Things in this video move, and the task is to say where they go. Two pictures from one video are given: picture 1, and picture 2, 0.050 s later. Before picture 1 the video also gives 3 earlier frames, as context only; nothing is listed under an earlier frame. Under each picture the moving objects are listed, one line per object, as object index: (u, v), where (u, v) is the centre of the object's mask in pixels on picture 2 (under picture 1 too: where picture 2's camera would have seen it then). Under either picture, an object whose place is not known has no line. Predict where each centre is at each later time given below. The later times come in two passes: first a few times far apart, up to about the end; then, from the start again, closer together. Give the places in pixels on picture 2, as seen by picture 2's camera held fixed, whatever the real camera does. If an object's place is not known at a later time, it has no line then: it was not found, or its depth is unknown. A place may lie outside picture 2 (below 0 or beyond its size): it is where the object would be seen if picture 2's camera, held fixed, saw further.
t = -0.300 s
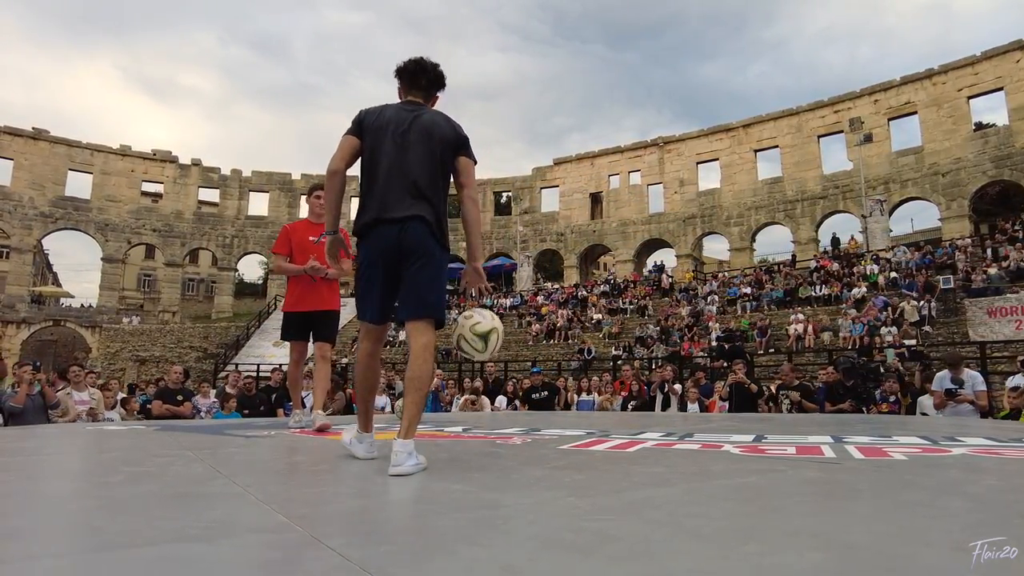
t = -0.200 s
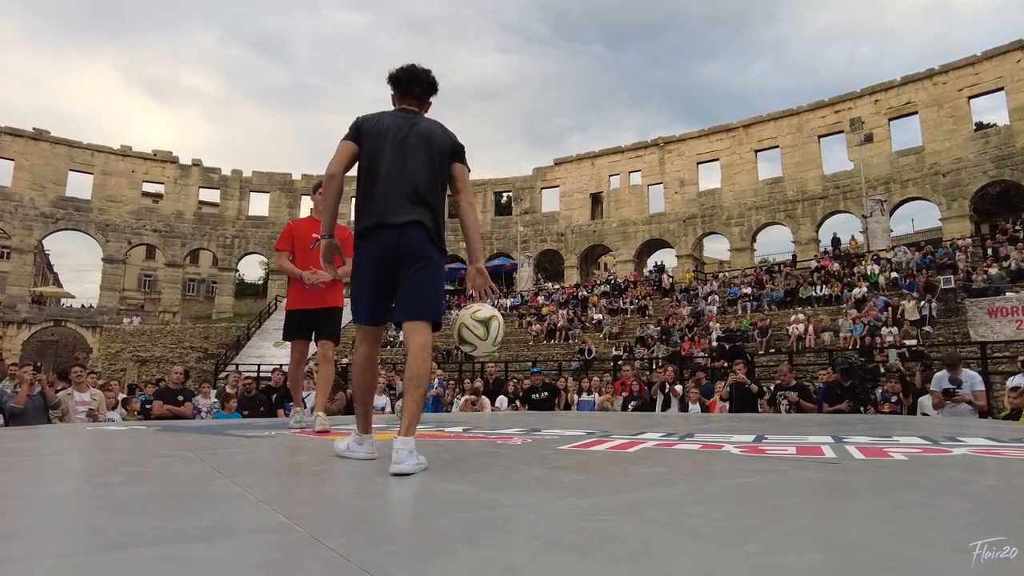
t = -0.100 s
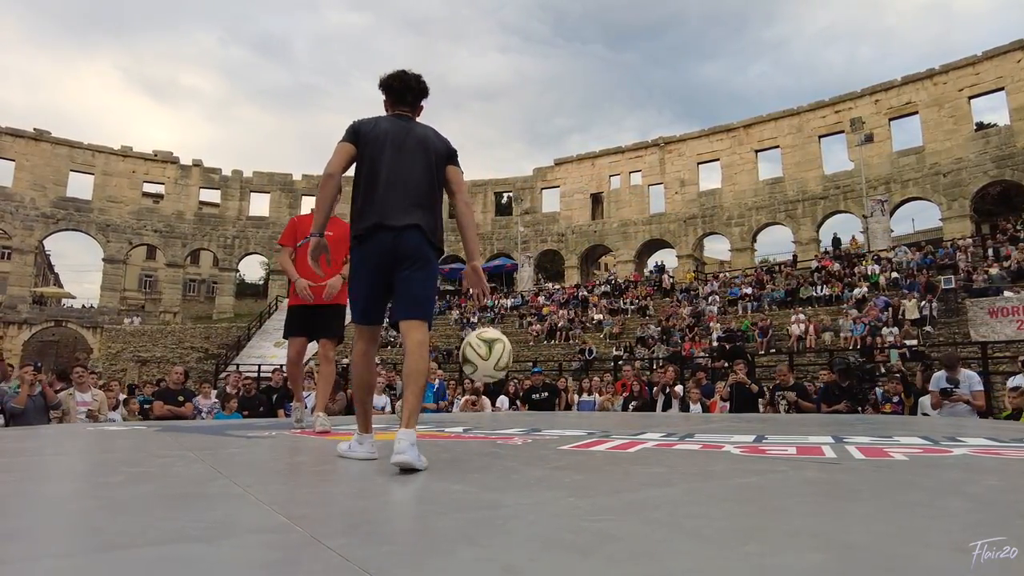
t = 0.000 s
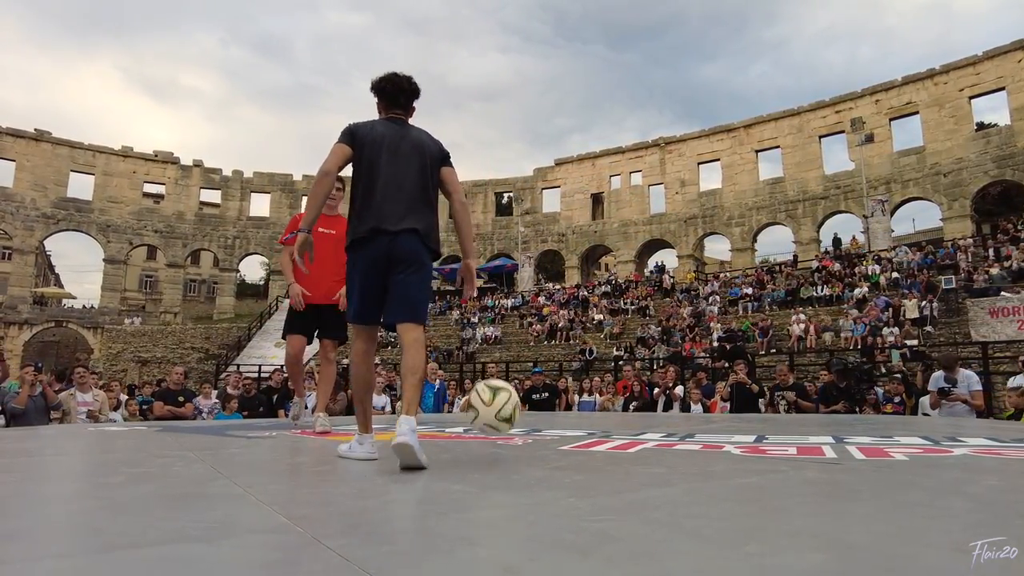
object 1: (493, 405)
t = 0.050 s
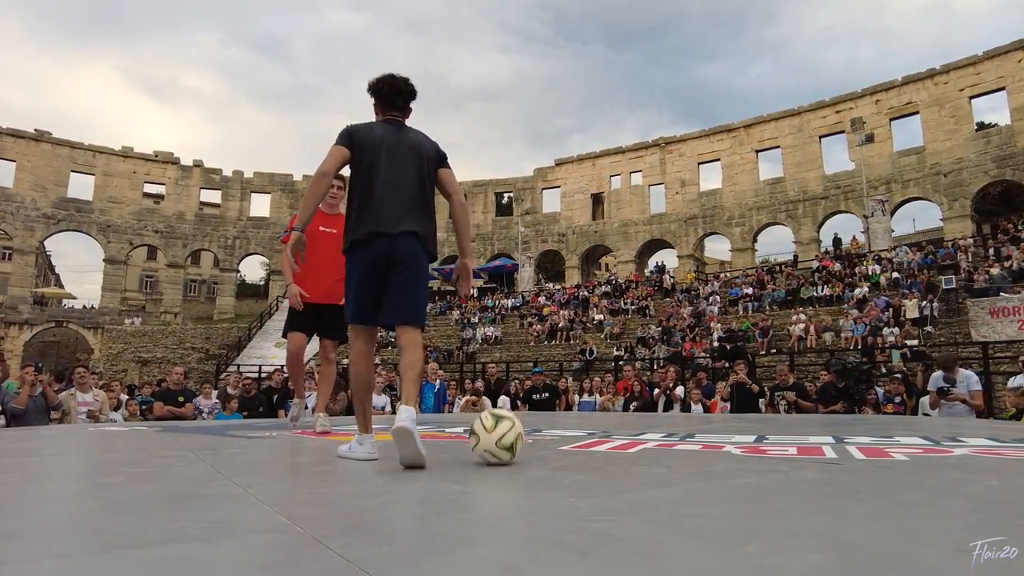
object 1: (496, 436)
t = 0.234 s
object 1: (501, 370)
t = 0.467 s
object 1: (506, 403)
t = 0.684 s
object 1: (509, 394)
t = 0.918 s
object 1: (510, 438)
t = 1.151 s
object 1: (510, 417)
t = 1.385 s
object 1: (507, 421)
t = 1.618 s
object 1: (502, 429)
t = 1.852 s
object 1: (492, 440)
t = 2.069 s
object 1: (482, 440)
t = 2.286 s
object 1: (471, 442)
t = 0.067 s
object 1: (497, 426)
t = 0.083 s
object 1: (497, 417)
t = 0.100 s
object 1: (498, 409)
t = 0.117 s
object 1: (498, 402)
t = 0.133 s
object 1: (498, 395)
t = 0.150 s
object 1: (499, 389)
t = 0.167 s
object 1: (499, 384)
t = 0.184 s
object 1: (500, 379)
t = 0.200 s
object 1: (500, 375)
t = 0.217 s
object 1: (500, 372)
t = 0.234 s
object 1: (501, 370)
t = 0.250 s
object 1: (501, 368)
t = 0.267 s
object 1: (502, 367)
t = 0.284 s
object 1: (502, 366)
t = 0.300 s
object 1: (502, 366)
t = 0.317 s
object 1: (503, 366)
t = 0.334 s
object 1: (503, 368)
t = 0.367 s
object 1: (504, 372)
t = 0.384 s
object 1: (504, 376)
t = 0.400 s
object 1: (505, 380)
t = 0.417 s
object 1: (505, 385)
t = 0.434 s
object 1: (505, 390)
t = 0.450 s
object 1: (506, 396)
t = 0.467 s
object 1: (506, 403)
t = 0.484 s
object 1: (506, 411)
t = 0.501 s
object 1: (507, 419)
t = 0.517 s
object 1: (507, 428)
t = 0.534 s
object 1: (507, 438)
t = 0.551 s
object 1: (507, 430)
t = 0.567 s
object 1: (507, 424)
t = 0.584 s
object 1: (508, 418)
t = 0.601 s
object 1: (508, 413)
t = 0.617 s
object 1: (508, 407)
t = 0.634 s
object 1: (508, 402)
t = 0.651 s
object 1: (508, 399)
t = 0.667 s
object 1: (508, 396)
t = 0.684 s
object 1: (509, 394)
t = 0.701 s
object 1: (509, 393)
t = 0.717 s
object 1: (509, 392)
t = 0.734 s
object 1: (509, 392)
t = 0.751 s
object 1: (509, 393)
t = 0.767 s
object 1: (509, 394)
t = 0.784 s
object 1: (510, 396)
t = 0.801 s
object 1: (510, 399)
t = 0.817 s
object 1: (510, 402)
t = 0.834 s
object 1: (509, 406)
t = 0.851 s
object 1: (509, 412)
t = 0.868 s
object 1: (510, 418)
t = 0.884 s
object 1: (510, 424)
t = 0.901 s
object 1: (509, 431)
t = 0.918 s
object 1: (510, 438)
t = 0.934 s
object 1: (509, 432)
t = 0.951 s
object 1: (510, 428)
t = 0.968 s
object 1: (510, 423)
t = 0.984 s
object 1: (510, 419)
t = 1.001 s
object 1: (510, 416)
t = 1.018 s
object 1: (510, 413)
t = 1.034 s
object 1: (510, 411)
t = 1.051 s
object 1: (510, 410)
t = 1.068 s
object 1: (510, 409)
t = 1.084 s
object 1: (510, 409)
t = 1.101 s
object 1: (510, 410)
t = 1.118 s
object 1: (510, 412)
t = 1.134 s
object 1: (511, 414)
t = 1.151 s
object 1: (510, 417)
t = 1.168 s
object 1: (510, 421)
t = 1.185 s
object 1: (511, 426)
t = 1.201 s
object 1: (510, 431)
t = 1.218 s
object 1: (511, 437)
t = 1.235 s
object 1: (510, 438)
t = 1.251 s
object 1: (510, 432)
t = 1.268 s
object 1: (510, 428)
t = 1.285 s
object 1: (509, 425)
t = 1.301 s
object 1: (509, 423)
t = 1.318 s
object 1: (509, 421)
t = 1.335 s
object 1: (509, 420)
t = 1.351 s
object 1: (508, 420)
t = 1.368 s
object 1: (508, 420)
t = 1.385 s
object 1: (507, 421)
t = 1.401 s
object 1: (507, 423)
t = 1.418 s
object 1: (507, 426)
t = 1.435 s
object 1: (506, 429)
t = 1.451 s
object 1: (506, 434)
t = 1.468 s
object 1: (506, 439)
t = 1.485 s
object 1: (505, 439)
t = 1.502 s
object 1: (505, 435)
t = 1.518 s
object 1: (505, 432)
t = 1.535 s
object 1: (504, 430)
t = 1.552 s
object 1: (503, 428)
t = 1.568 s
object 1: (503, 427)
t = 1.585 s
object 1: (502, 427)
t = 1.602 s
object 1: (502, 428)
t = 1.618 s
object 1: (502, 429)
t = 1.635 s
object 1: (501, 431)
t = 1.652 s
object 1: (500, 435)
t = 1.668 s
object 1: (500, 439)
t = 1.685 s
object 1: (499, 440)
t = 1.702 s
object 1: (498, 438)
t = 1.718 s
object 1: (498, 435)
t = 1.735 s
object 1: (497, 433)
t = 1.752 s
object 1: (496, 433)
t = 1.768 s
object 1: (496, 432)
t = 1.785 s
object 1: (495, 433)
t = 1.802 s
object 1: (495, 434)
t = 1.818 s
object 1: (494, 437)
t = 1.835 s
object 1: (493, 439)
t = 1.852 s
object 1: (492, 440)
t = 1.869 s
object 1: (492, 439)
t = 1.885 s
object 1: (491, 437)
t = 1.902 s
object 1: (490, 436)
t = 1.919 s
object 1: (490, 436)
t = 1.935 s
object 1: (489, 436)
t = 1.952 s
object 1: (488, 438)
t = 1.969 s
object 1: (487, 440)
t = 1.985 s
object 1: (486, 442)
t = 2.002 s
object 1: (486, 440)
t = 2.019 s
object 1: (485, 439)
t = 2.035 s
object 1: (484, 438)
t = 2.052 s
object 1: (483, 439)
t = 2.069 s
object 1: (482, 440)
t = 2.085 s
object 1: (481, 441)
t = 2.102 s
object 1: (480, 442)
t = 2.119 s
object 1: (479, 441)
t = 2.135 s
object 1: (479, 440)
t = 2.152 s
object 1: (478, 440)
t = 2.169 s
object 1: (477, 441)
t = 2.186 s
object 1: (476, 442)
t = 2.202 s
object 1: (475, 442)
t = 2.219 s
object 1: (474, 442)
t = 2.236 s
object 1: (474, 441)
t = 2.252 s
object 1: (473, 442)
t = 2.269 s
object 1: (472, 443)
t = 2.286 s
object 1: (471, 442)
